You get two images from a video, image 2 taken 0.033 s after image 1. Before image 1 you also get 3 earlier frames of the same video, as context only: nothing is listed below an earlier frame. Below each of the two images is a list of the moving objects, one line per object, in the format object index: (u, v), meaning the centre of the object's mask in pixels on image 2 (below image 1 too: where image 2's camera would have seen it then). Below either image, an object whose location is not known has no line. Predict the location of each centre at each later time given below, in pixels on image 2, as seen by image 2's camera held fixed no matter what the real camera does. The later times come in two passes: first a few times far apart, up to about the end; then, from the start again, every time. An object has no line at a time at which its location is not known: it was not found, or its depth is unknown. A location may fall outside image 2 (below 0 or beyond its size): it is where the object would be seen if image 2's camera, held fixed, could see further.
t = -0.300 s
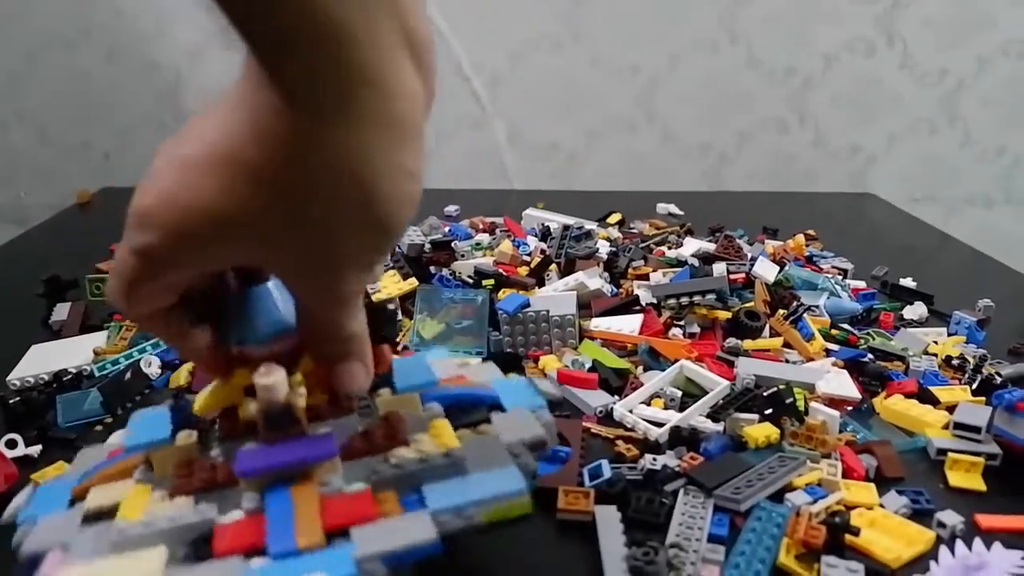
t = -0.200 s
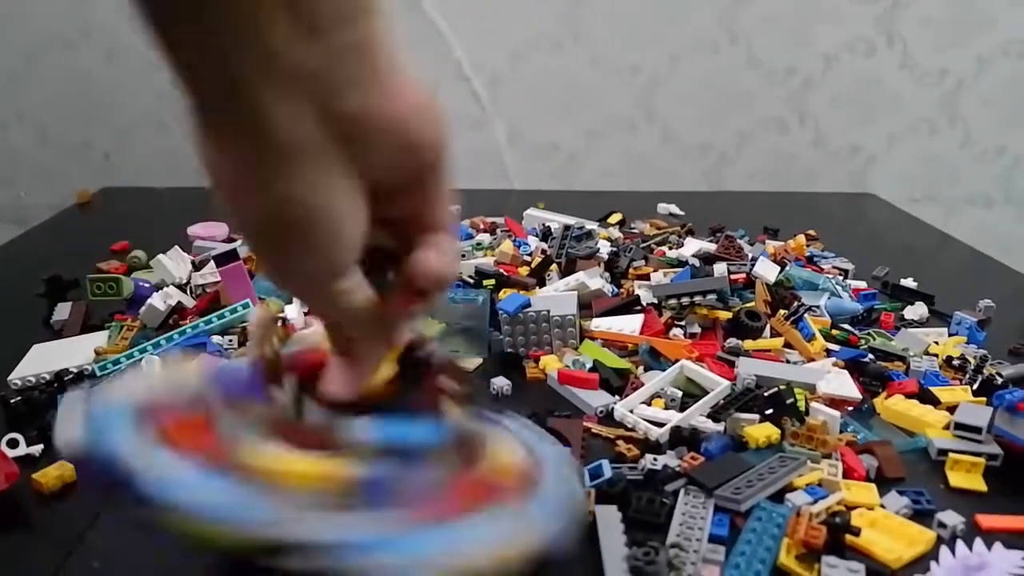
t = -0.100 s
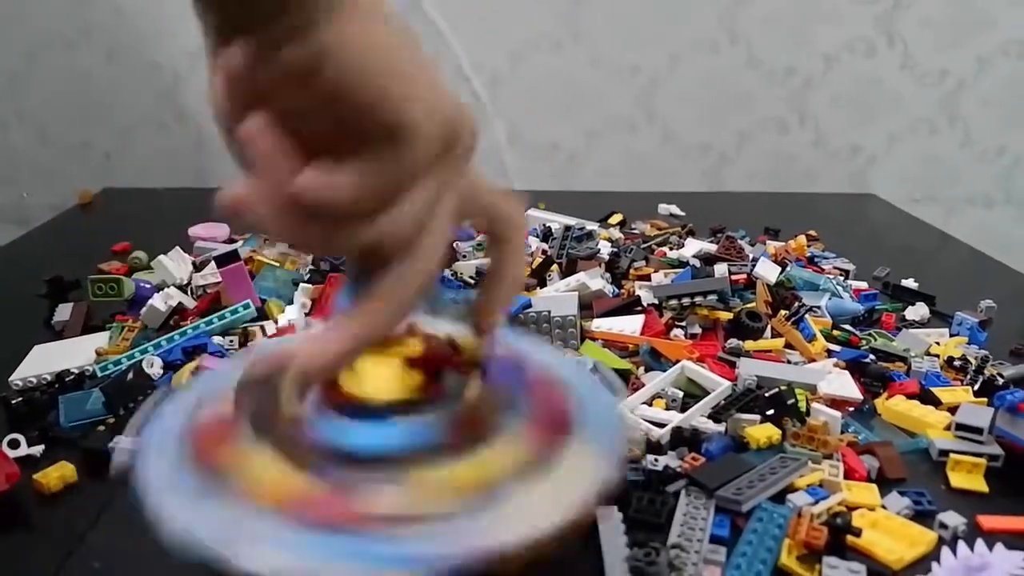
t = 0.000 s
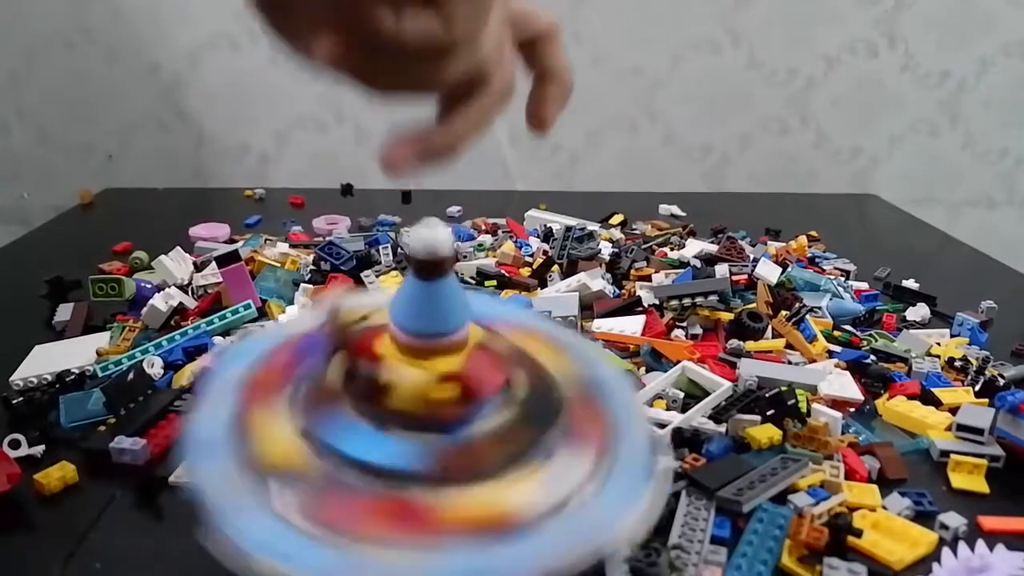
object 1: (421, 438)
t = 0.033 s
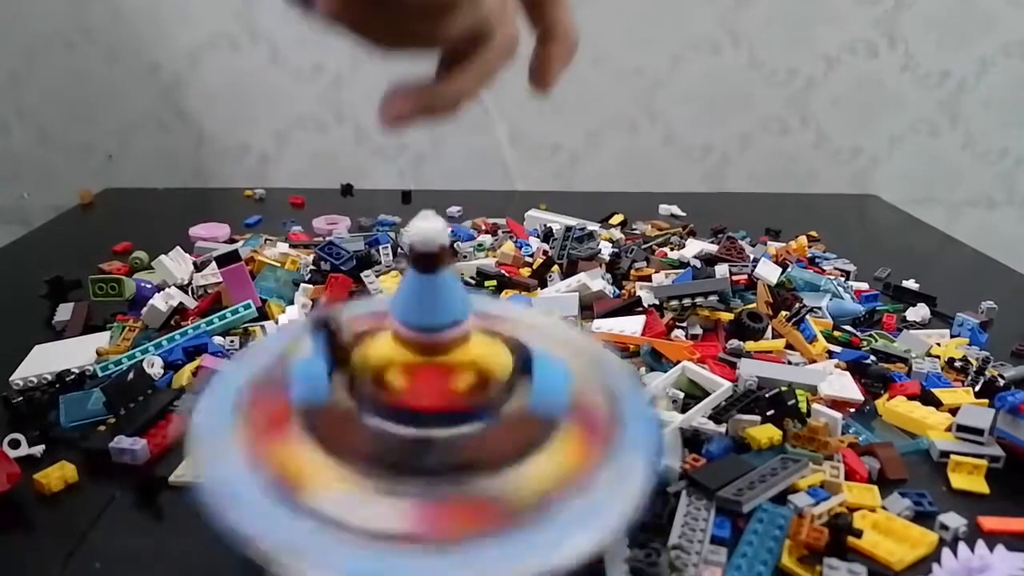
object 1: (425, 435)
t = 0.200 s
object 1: (436, 438)
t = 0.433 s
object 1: (429, 436)
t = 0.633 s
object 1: (424, 418)
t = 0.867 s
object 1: (440, 414)
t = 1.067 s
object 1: (448, 438)
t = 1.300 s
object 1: (435, 443)
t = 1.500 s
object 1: (430, 440)
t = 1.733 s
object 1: (415, 433)
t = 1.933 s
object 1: (425, 414)
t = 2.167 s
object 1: (449, 425)
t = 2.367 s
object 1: (440, 441)
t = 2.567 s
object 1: (437, 441)
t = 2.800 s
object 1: (429, 441)
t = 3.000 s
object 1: (424, 427)
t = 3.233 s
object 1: (448, 413)
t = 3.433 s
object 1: (450, 435)
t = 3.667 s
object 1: (435, 442)
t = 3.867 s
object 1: (428, 439)
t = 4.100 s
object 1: (424, 419)
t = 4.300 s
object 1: (448, 411)
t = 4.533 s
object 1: (444, 439)
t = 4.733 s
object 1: (436, 443)
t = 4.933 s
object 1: (430, 440)
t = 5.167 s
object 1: (420, 427)
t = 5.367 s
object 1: (448, 413)
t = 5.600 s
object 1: (447, 435)
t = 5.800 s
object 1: (446, 443)
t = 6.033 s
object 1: (440, 443)
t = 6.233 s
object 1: (424, 432)
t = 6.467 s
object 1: (455, 408)
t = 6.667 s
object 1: (455, 432)
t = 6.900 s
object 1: (458, 442)
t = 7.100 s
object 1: (455, 442)
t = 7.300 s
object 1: (435, 435)
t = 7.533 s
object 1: (429, 430)
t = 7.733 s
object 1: (446, 398)
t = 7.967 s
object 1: (442, 406)
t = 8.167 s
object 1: (462, 432)
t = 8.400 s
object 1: (453, 437)
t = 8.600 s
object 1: (425, 414)
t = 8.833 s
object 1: (465, 399)
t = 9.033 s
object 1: (447, 433)
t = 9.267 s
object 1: (423, 435)
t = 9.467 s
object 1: (426, 408)
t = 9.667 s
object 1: (425, 432)
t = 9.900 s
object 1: (413, 440)
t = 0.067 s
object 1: (427, 434)
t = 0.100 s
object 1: (432, 438)
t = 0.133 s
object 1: (435, 440)
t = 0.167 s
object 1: (438, 438)
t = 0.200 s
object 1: (436, 438)
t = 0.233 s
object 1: (433, 441)
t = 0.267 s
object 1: (434, 439)
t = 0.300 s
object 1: (428, 438)
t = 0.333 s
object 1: (429, 437)
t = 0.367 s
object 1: (433, 439)
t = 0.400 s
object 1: (434, 438)
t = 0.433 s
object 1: (429, 436)
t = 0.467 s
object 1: (418, 436)
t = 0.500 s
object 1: (420, 435)
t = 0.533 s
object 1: (422, 428)
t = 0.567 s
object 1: (422, 427)
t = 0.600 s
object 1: (424, 426)
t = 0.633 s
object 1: (424, 418)
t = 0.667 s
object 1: (428, 413)
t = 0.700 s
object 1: (428, 417)
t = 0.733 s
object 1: (433, 412)
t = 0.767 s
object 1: (437, 419)
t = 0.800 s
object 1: (430, 417)
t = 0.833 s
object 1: (434, 413)
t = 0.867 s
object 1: (440, 414)
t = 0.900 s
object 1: (443, 419)
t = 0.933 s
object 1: (446, 427)
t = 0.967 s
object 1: (444, 431)
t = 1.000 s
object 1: (445, 423)
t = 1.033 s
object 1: (446, 432)
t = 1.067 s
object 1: (448, 438)
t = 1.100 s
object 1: (446, 439)
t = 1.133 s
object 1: (437, 438)
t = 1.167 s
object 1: (435, 442)
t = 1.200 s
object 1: (434, 441)
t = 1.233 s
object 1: (434, 440)
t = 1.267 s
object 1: (434, 441)
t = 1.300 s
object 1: (435, 443)
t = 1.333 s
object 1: (435, 442)
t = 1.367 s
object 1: (432, 442)
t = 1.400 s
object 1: (429, 442)
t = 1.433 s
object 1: (438, 442)
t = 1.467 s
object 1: (436, 441)
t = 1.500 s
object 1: (430, 440)
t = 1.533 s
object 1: (431, 442)
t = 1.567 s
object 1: (427, 438)
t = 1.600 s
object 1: (427, 438)
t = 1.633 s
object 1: (425, 439)
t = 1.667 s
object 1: (427, 437)
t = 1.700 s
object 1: (423, 434)
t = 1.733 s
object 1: (415, 433)
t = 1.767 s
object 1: (420, 430)
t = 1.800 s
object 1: (420, 426)
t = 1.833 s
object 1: (422, 423)
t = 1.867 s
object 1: (424, 424)
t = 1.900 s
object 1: (427, 417)
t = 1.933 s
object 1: (425, 414)
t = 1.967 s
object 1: (433, 414)
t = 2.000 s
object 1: (439, 414)
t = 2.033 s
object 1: (441, 416)
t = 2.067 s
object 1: (440, 421)
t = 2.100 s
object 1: (443, 415)
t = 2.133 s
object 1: (450, 417)
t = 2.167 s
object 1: (449, 425)
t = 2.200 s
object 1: (453, 429)
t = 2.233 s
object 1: (447, 433)
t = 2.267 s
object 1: (447, 438)
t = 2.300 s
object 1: (446, 437)
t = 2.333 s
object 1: (446, 437)
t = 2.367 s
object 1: (440, 441)
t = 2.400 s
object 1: (439, 444)
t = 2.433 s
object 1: (436, 440)
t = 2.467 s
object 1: (432, 441)
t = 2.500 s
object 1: (434, 442)
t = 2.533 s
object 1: (437, 441)
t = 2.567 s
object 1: (437, 441)
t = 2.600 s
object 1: (435, 443)
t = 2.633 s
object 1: (436, 442)
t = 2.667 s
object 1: (430, 442)
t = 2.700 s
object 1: (432, 443)
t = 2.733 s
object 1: (434, 441)
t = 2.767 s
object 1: (433, 440)
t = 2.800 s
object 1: (429, 441)
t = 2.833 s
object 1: (425, 440)
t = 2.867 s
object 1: (415, 434)
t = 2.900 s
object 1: (419, 434)
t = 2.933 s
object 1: (425, 427)
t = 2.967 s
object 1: (422, 429)
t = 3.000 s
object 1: (424, 427)
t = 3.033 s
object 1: (425, 417)
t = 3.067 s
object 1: (426, 414)
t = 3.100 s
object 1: (428, 415)
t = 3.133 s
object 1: (438, 411)
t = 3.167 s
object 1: (445, 416)
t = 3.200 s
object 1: (441, 417)
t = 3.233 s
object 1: (448, 413)
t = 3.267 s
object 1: (453, 415)
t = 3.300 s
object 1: (450, 422)
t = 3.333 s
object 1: (458, 424)
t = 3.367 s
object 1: (452, 434)
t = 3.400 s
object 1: (450, 437)
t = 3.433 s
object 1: (450, 435)
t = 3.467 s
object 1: (441, 437)
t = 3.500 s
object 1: (445, 440)
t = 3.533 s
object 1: (442, 440)
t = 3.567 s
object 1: (438, 441)
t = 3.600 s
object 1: (435, 443)
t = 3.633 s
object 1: (435, 442)
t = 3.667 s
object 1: (435, 442)
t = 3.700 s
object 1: (437, 442)
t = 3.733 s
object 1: (439, 442)
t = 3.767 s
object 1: (434, 441)
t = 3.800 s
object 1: (433, 443)
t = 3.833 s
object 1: (429, 440)
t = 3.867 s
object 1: (428, 439)
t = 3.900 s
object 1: (430, 440)
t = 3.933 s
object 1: (429, 436)
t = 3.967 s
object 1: (420, 436)
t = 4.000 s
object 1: (413, 434)
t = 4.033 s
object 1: (420, 424)
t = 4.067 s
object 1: (419, 426)
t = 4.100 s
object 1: (424, 419)
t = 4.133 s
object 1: (431, 421)
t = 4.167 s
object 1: (426, 418)
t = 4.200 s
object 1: (434, 410)
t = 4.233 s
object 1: (437, 411)
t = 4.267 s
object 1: (440, 410)
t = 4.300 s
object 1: (448, 411)
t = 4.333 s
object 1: (452, 421)
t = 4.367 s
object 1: (450, 423)
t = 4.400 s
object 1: (453, 417)
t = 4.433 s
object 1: (455, 426)
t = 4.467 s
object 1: (458, 434)
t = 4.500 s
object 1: (454, 434)
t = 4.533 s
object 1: (444, 439)
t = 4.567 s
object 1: (445, 441)
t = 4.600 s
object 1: (439, 439)
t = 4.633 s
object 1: (438, 440)
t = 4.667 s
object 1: (443, 441)
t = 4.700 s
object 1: (441, 439)
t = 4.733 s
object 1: (436, 443)
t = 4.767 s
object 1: (439, 442)
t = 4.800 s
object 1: (433, 442)
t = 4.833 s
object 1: (435, 443)
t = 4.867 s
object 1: (436, 441)
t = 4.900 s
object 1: (433, 440)
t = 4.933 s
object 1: (430, 440)
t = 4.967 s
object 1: (425, 438)
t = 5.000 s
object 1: (414, 438)
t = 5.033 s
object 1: (418, 436)
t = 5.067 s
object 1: (419, 430)
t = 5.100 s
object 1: (423, 428)
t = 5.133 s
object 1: (425, 430)
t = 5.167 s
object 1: (420, 427)
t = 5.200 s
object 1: (424, 417)
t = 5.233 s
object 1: (427, 412)
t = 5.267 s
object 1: (429, 412)
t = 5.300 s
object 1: (438, 409)
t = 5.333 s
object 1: (443, 414)
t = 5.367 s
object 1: (448, 413)
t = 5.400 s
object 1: (454, 411)
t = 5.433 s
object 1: (457, 416)
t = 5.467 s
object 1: (455, 426)
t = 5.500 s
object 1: (452, 428)
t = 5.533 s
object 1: (452, 435)
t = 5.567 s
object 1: (451, 433)
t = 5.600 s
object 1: (447, 435)
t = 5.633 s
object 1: (449, 435)
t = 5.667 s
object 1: (452, 436)
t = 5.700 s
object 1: (446, 439)
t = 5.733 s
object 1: (451, 441)
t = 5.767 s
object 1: (447, 440)
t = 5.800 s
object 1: (446, 443)
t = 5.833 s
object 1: (446, 441)
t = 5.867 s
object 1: (446, 442)
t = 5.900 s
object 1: (451, 443)
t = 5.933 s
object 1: (450, 443)
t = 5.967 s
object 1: (447, 443)
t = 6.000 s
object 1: (448, 442)
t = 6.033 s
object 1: (440, 443)
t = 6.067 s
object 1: (442, 443)
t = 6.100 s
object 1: (437, 440)
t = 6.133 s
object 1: (430, 442)
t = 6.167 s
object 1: (437, 440)
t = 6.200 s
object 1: (426, 435)
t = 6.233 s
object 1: (424, 432)
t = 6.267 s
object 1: (421, 425)
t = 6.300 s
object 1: (428, 422)
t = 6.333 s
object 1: (429, 420)
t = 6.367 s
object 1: (439, 413)
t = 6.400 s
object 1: (445, 409)
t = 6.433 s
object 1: (445, 407)
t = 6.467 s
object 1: (455, 408)
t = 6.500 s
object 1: (457, 413)
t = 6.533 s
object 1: (456, 419)
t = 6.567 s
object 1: (454, 422)
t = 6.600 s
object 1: (457, 426)
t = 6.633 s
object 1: (454, 426)
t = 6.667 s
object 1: (455, 432)
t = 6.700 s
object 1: (460, 426)
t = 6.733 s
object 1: (462, 433)
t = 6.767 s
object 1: (464, 437)
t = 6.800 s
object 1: (459, 437)
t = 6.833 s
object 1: (462, 441)
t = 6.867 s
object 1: (459, 438)
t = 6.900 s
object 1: (458, 442)
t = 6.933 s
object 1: (456, 440)
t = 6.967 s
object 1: (453, 441)
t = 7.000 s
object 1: (456, 441)
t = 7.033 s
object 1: (460, 441)
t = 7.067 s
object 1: (462, 443)
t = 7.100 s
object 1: (455, 442)
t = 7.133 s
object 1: (459, 442)
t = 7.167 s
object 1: (451, 440)
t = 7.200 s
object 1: (454, 441)
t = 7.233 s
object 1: (446, 439)
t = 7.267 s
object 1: (443, 437)
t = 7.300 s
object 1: (435, 435)
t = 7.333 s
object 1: (433, 422)
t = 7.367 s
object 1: (427, 419)
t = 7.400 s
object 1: (438, 418)
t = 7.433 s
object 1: (436, 421)
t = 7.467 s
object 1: (438, 430)
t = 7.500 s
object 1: (433, 428)
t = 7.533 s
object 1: (429, 430)
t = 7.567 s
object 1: (421, 429)
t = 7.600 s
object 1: (421, 425)
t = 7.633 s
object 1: (417, 418)
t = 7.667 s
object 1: (429, 404)
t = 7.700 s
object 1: (431, 401)
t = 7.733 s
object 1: (446, 398)
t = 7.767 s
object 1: (443, 410)
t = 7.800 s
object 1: (447, 414)
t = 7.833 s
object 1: (442, 415)
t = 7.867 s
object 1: (441, 416)
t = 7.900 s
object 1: (439, 412)
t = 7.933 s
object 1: (437, 412)
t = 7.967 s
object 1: (442, 406)
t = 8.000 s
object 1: (444, 408)
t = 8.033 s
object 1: (450, 411)
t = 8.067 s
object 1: (454, 420)
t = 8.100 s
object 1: (452, 427)
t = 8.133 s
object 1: (458, 430)
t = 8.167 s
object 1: (462, 432)
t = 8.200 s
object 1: (460, 432)
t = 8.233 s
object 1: (460, 435)
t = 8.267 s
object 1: (459, 433)
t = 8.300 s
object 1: (458, 434)
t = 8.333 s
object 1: (454, 434)
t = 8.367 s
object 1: (453, 435)
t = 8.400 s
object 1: (453, 437)
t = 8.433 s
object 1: (448, 434)
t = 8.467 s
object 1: (444, 432)
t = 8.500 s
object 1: (439, 434)
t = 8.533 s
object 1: (433, 427)
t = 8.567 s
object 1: (430, 418)
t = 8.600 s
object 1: (425, 414)
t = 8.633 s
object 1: (433, 408)
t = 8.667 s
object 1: (435, 406)
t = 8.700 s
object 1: (434, 403)
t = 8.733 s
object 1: (441, 400)
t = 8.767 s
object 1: (448, 397)
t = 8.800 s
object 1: (453, 396)
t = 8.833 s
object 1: (465, 399)
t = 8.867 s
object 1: (459, 411)
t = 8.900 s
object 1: (453, 420)
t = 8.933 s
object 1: (453, 423)
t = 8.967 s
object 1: (449, 429)
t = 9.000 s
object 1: (445, 433)
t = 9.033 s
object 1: (447, 433)
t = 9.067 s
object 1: (446, 434)
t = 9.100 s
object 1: (446, 436)
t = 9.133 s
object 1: (441, 435)
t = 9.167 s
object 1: (439, 436)
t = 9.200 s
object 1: (437, 436)
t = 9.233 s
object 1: (430, 437)
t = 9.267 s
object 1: (423, 435)
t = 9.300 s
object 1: (416, 432)
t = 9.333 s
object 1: (406, 422)
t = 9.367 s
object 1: (406, 408)
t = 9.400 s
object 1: (407, 403)
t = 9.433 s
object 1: (410, 404)
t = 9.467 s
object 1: (426, 408)
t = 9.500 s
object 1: (431, 412)
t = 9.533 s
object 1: (436, 418)
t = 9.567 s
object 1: (439, 426)
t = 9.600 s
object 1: (438, 428)
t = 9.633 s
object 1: (432, 431)
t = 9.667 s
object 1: (425, 432)
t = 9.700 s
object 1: (423, 430)
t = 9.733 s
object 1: (423, 433)
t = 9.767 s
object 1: (424, 435)
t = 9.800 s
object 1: (423, 436)
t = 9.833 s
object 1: (418, 438)
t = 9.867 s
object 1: (414, 438)
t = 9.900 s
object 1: (413, 440)
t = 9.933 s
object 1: (413, 442)
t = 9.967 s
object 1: (412, 443)
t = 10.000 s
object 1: (410, 445)
